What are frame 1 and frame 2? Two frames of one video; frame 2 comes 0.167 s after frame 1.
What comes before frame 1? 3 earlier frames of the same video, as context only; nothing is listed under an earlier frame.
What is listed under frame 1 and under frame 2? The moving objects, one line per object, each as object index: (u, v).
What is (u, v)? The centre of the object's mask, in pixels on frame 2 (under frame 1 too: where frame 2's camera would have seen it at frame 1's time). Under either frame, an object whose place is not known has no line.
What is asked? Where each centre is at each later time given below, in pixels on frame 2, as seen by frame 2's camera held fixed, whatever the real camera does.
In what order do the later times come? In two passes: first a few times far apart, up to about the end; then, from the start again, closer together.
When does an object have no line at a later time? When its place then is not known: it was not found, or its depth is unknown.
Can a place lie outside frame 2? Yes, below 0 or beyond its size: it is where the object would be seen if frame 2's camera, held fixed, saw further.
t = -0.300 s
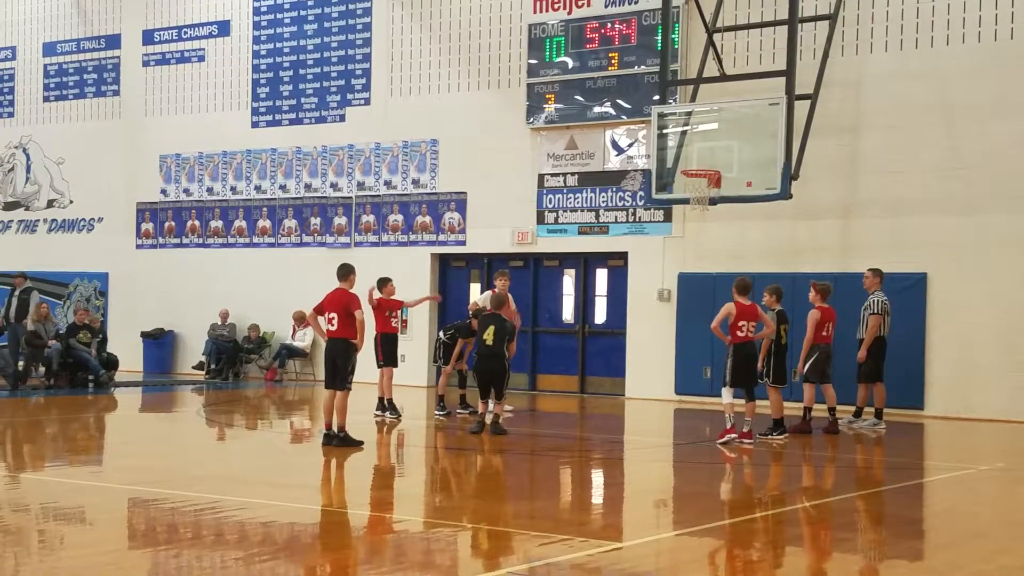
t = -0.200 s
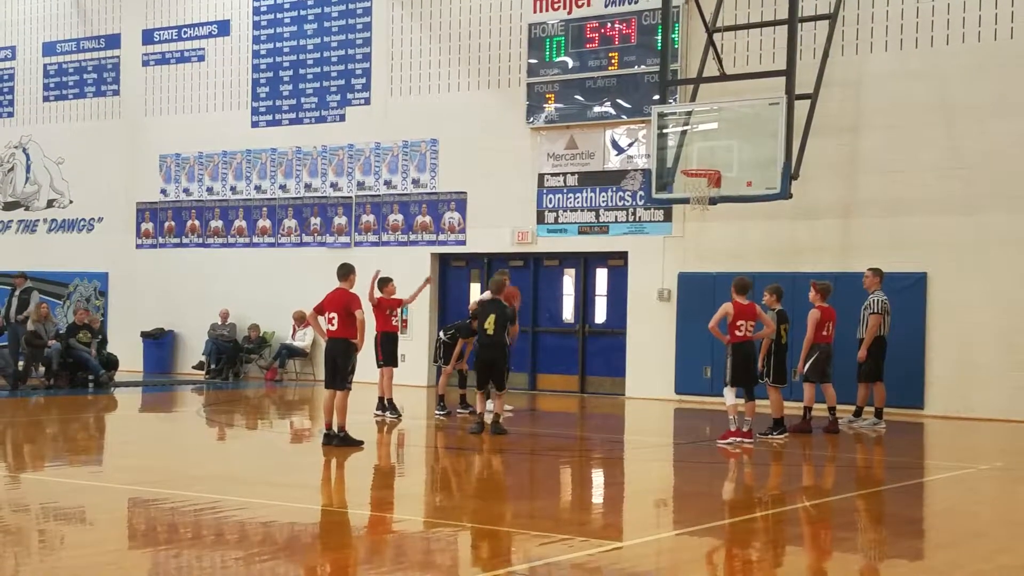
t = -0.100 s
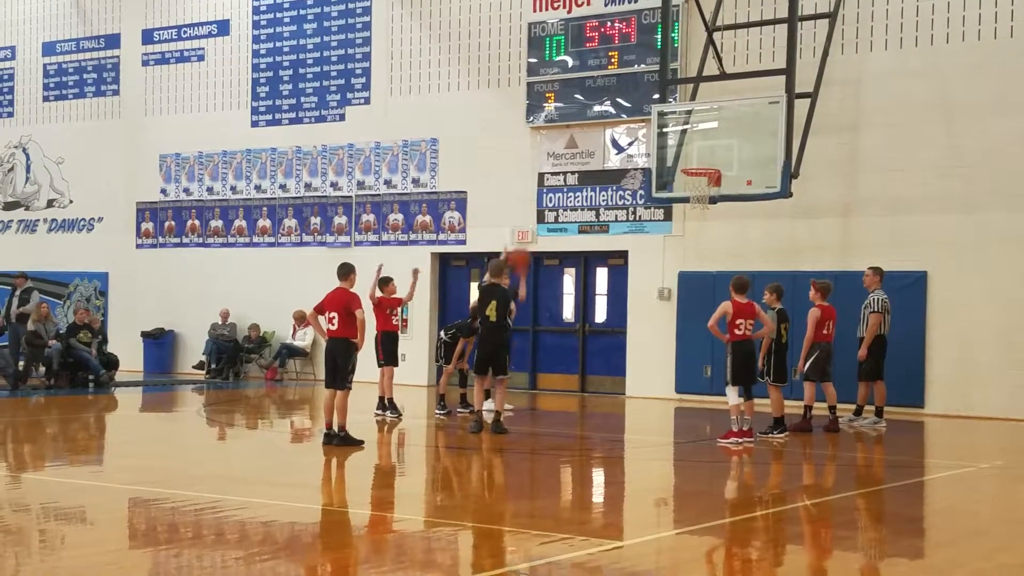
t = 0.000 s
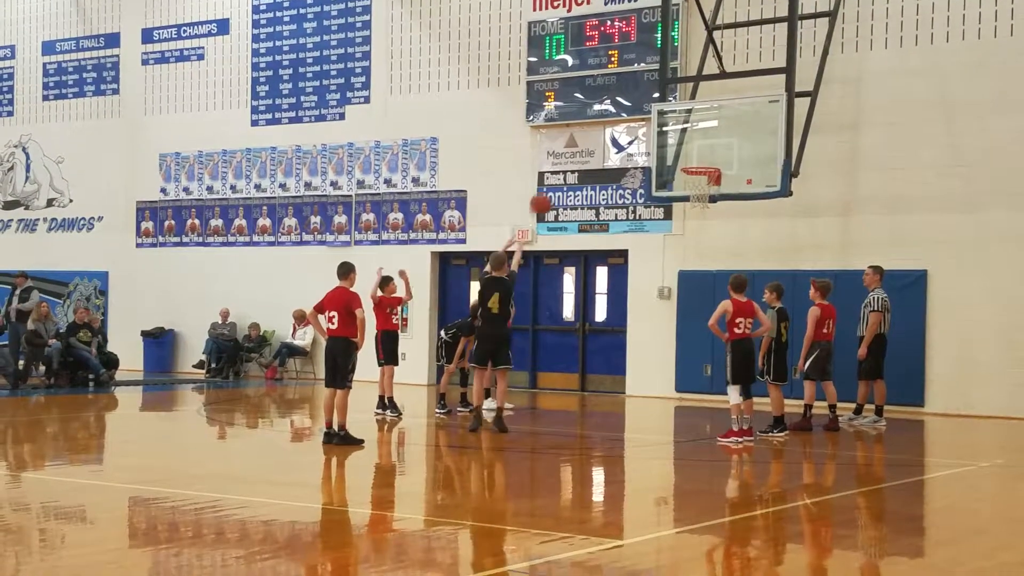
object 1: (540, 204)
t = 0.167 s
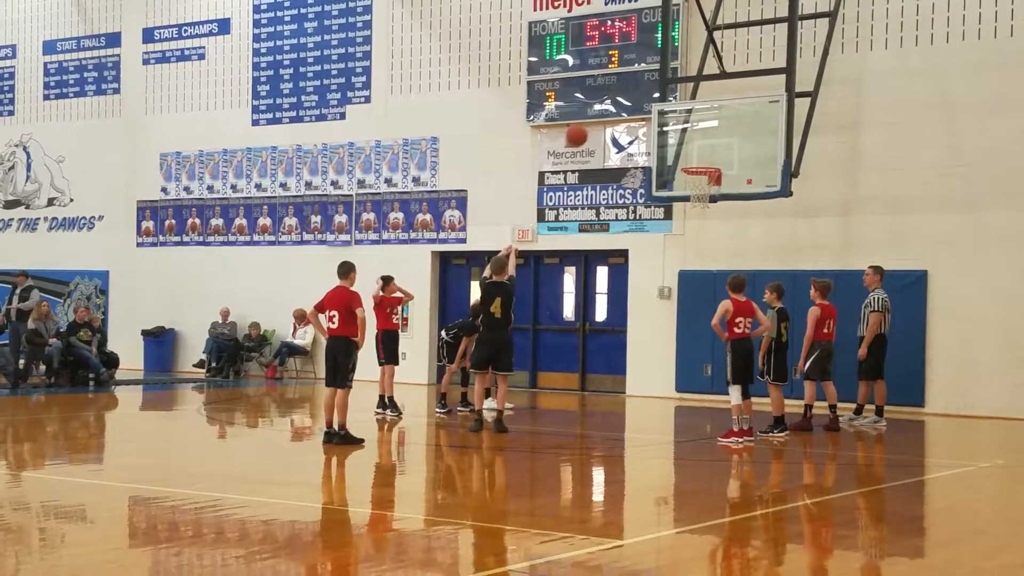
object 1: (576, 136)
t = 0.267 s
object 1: (595, 109)
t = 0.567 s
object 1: (648, 83)
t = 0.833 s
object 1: (688, 124)
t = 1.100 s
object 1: (712, 126)
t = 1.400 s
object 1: (722, 87)
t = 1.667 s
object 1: (729, 111)
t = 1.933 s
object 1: (735, 192)
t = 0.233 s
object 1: (589, 117)
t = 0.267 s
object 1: (595, 109)
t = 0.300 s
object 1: (602, 101)
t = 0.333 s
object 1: (607, 95)
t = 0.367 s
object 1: (615, 90)
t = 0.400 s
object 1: (620, 87)
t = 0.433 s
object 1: (626, 85)
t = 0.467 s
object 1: (631, 83)
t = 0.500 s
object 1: (637, 82)
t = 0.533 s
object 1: (643, 83)
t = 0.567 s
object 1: (648, 83)
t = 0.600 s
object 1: (653, 86)
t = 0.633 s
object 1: (658, 88)
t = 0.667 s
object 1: (663, 92)
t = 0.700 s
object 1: (668, 97)
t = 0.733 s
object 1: (674, 102)
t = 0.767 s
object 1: (679, 109)
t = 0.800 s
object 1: (683, 116)
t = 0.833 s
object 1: (688, 124)
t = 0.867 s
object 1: (693, 133)
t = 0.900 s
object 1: (697, 142)
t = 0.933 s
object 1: (702, 152)
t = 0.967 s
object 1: (706, 162)
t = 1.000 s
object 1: (707, 154)
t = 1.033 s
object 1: (709, 144)
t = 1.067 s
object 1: (710, 135)
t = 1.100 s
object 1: (712, 126)
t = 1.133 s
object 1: (713, 117)
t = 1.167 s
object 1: (714, 111)
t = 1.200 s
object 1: (715, 105)
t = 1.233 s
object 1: (716, 100)
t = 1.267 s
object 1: (718, 95)
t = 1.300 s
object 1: (719, 92)
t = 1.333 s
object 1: (720, 89)
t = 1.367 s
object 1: (721, 87)
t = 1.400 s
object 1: (722, 87)
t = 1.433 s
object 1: (723, 86)
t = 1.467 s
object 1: (724, 87)
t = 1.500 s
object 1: (725, 89)
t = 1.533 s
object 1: (726, 91)
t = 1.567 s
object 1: (727, 95)
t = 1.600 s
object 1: (728, 99)
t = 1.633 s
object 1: (728, 105)
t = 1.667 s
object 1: (729, 111)
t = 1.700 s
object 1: (730, 118)
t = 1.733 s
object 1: (731, 126)
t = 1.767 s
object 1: (732, 135)
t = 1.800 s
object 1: (732, 144)
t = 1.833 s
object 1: (733, 155)
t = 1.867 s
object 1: (734, 167)
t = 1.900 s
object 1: (734, 179)
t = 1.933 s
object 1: (735, 192)
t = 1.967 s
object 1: (735, 206)
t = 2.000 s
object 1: (736, 221)
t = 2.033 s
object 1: (736, 237)
